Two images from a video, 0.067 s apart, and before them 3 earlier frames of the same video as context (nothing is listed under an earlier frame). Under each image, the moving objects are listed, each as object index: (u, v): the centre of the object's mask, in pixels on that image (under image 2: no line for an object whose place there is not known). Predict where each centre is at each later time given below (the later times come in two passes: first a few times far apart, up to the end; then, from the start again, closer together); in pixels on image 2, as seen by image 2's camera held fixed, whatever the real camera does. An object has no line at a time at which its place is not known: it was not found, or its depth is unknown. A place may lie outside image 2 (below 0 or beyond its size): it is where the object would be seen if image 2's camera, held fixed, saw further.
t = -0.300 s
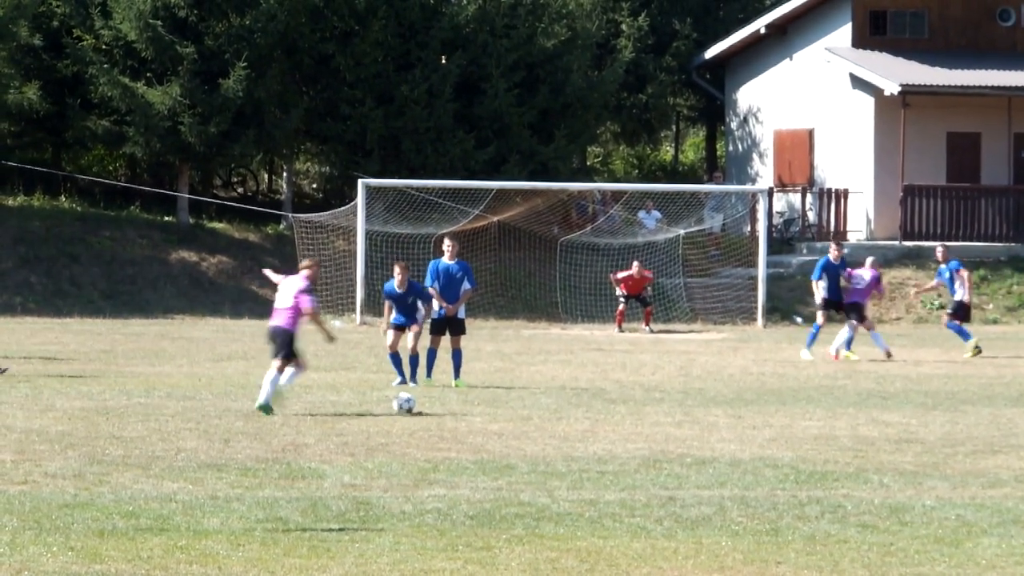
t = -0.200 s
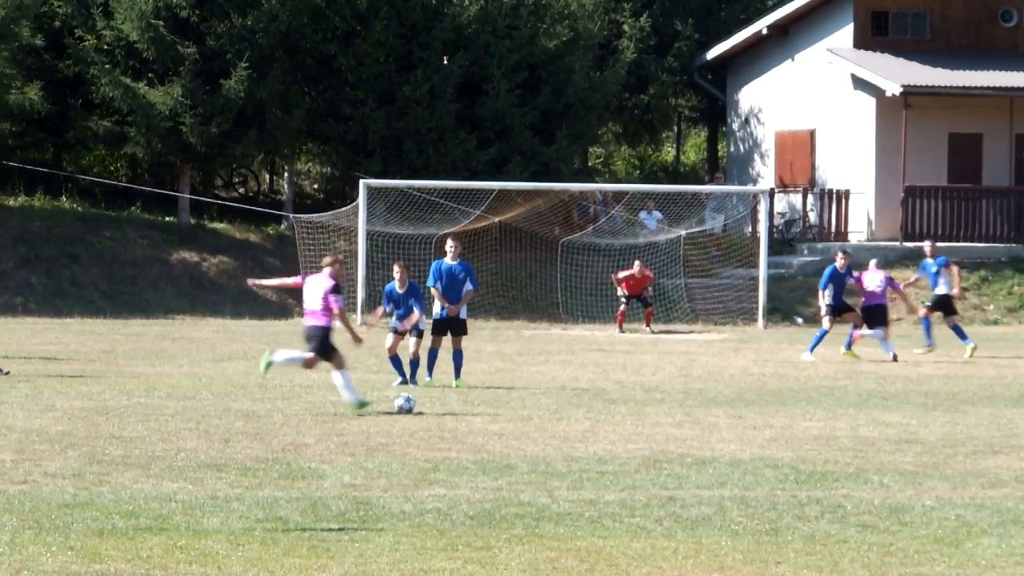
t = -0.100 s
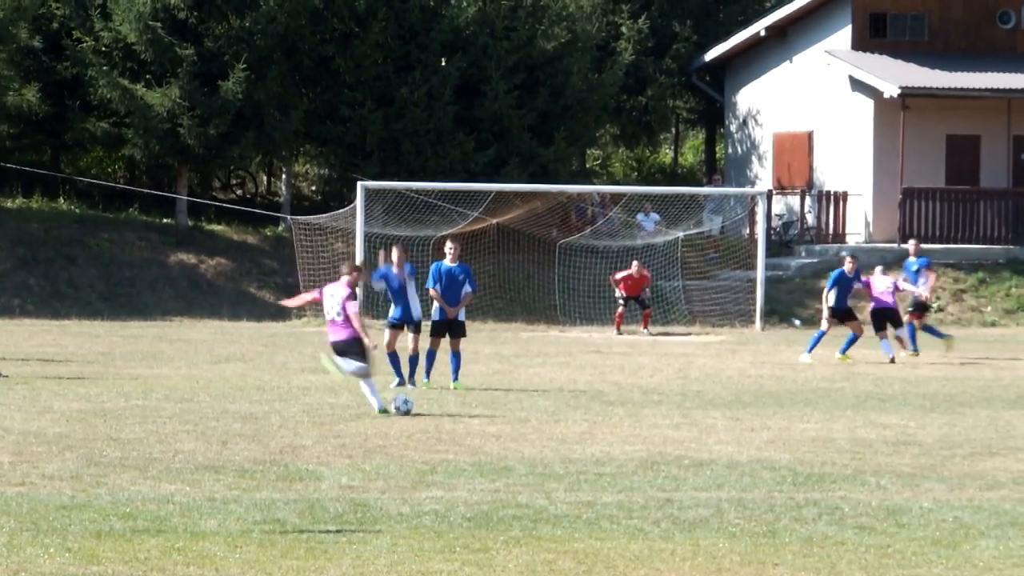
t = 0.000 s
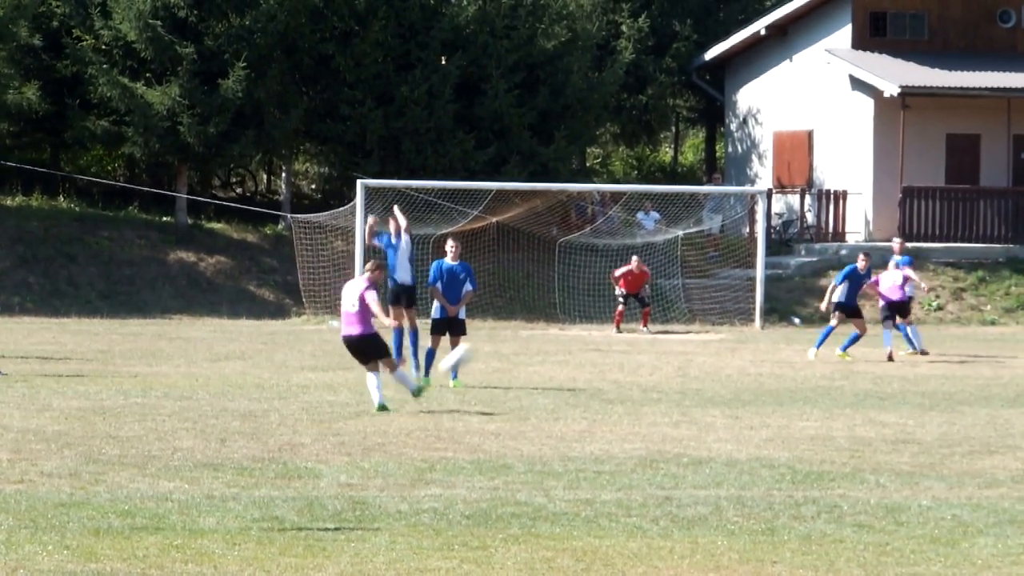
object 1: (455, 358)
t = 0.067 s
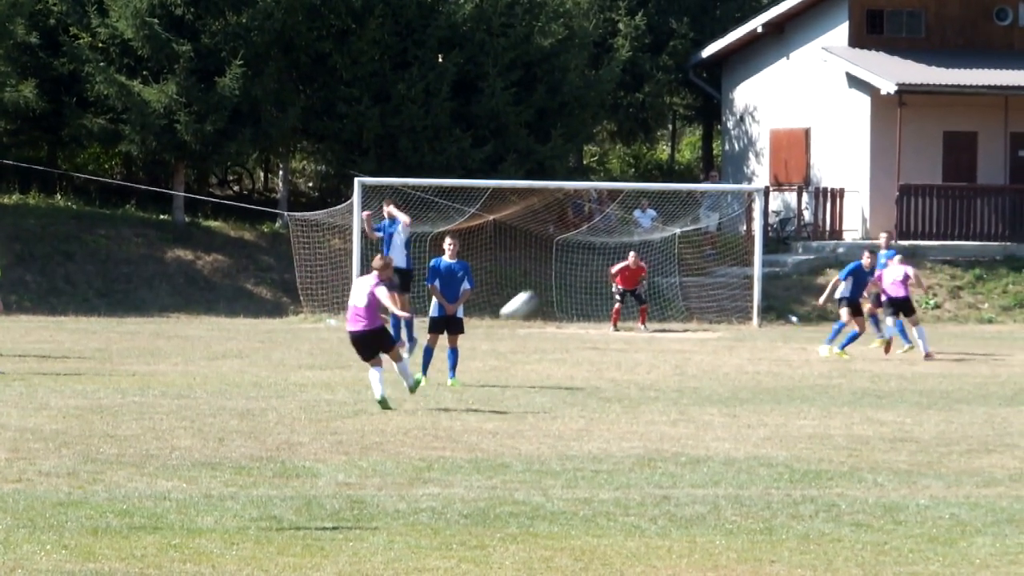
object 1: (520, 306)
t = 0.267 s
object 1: (676, 173)
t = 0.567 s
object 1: (848, 48)
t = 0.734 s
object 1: (912, 6)
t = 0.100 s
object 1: (549, 279)
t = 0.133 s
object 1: (577, 258)
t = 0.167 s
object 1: (602, 236)
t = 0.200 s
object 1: (627, 214)
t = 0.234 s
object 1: (653, 195)
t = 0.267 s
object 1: (676, 173)
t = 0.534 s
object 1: (835, 60)
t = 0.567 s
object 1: (848, 48)
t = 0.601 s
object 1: (865, 36)
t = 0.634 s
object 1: (873, 30)
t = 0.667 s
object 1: (884, 22)
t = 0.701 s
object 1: (900, 15)
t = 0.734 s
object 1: (912, 6)
